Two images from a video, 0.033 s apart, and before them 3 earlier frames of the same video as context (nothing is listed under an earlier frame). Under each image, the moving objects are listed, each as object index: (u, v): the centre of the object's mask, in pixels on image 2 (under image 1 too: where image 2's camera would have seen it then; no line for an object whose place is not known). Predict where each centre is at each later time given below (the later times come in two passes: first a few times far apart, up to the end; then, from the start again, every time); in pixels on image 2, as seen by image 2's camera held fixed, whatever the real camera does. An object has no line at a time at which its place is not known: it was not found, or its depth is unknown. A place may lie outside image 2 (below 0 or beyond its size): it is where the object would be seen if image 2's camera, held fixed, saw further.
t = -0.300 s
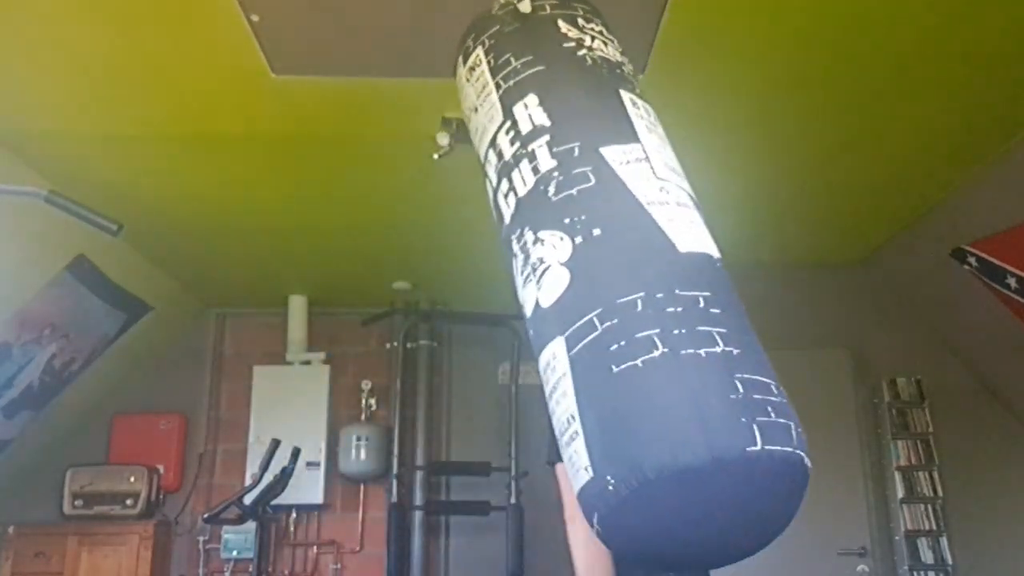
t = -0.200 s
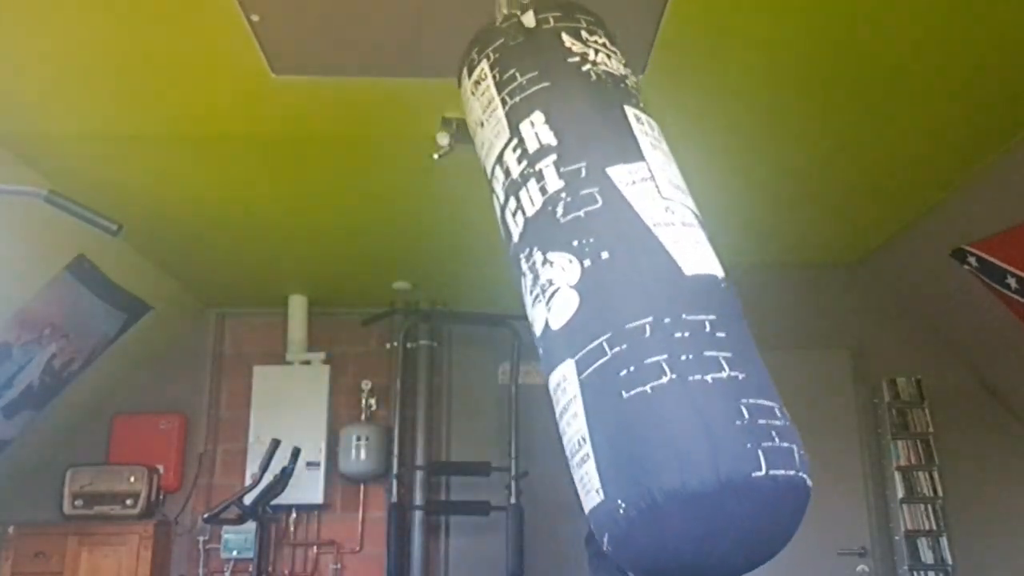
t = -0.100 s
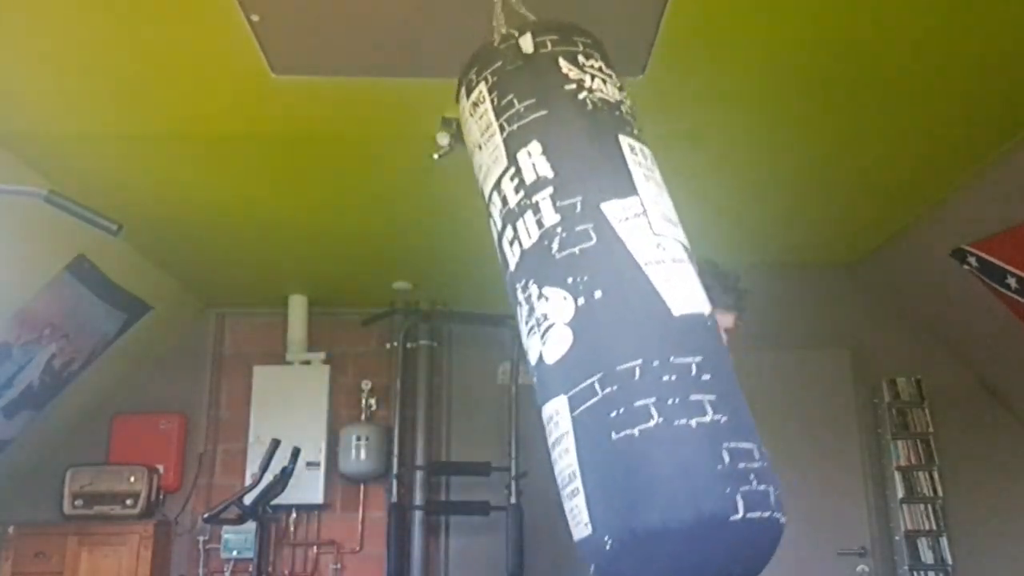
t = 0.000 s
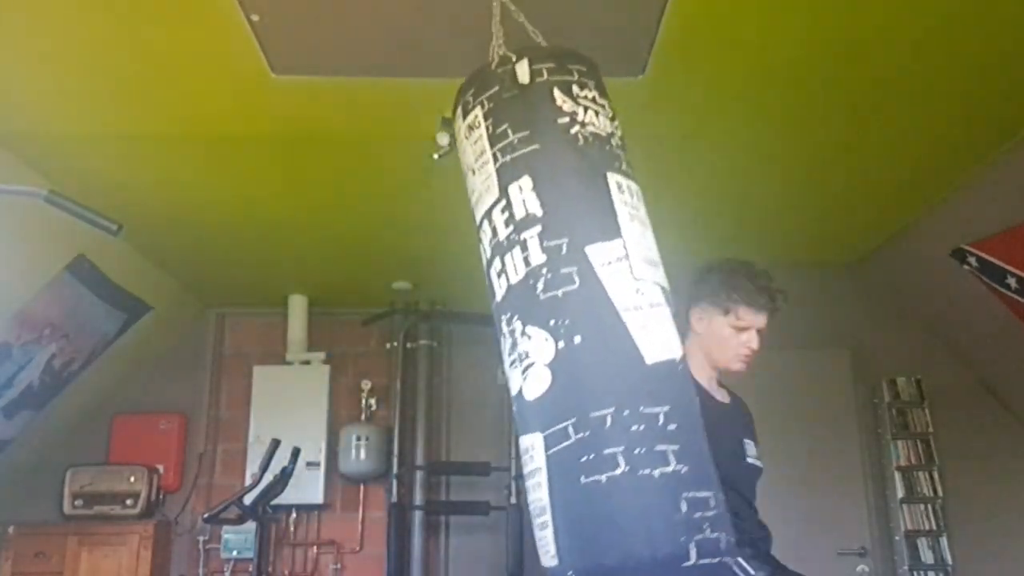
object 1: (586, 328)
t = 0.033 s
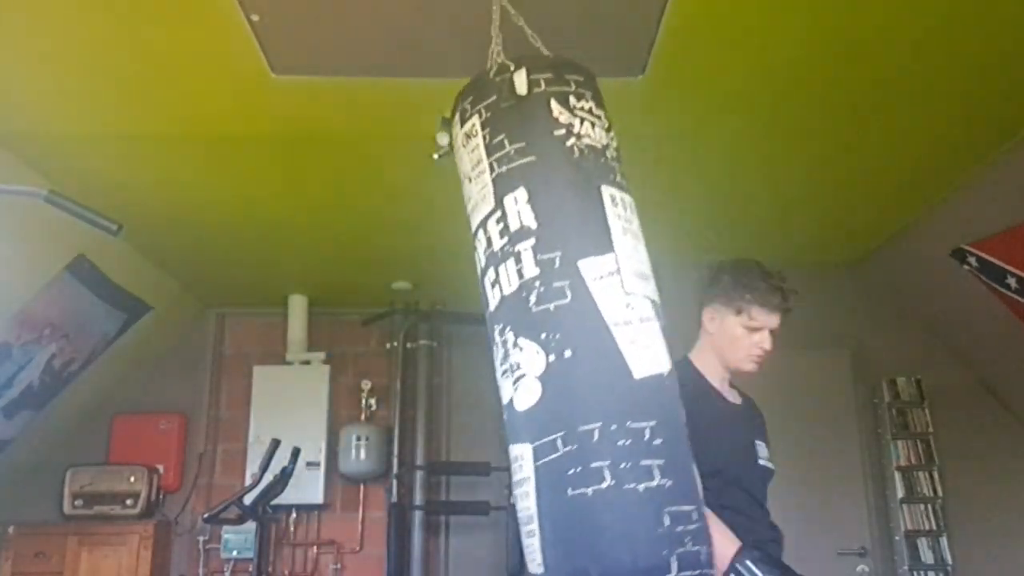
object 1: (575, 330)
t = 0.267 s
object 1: (497, 348)
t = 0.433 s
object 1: (448, 351)
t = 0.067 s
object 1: (563, 333)
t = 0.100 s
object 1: (553, 337)
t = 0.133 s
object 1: (542, 340)
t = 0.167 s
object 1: (530, 343)
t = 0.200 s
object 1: (518, 345)
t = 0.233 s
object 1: (507, 346)
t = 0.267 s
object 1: (497, 348)
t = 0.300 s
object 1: (487, 350)
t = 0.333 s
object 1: (476, 350)
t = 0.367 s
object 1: (467, 351)
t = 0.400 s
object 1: (457, 351)
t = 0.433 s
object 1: (448, 351)
